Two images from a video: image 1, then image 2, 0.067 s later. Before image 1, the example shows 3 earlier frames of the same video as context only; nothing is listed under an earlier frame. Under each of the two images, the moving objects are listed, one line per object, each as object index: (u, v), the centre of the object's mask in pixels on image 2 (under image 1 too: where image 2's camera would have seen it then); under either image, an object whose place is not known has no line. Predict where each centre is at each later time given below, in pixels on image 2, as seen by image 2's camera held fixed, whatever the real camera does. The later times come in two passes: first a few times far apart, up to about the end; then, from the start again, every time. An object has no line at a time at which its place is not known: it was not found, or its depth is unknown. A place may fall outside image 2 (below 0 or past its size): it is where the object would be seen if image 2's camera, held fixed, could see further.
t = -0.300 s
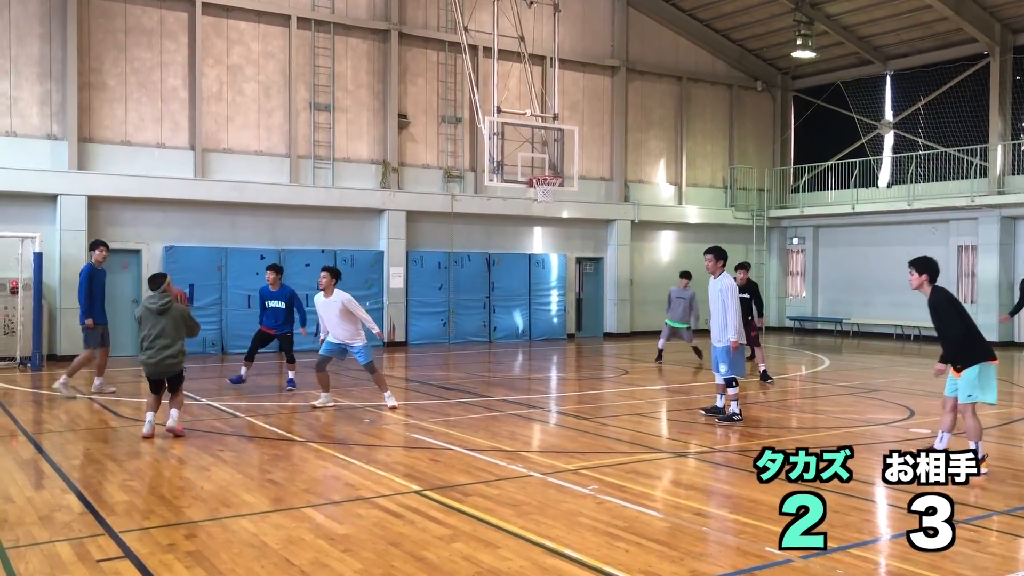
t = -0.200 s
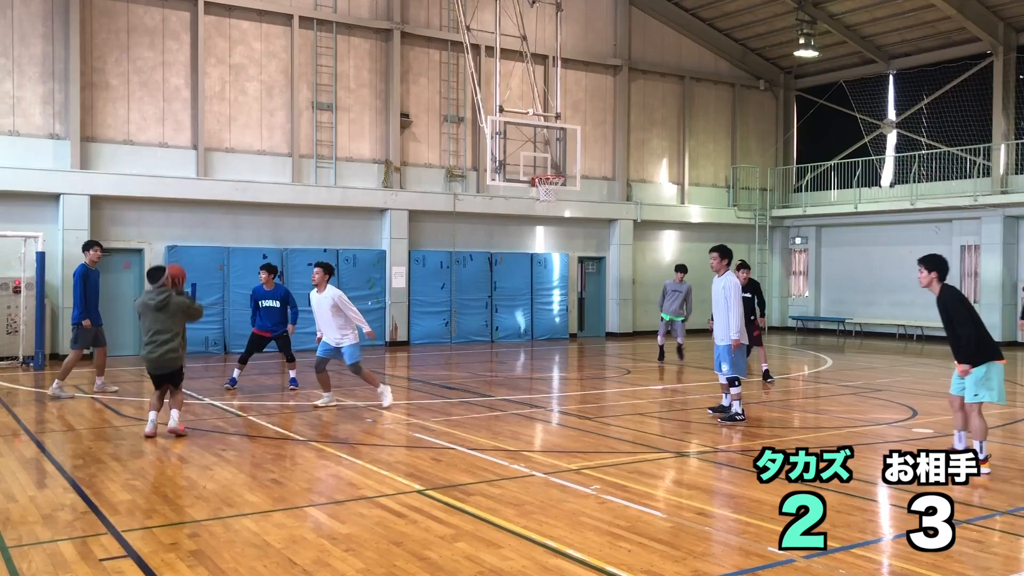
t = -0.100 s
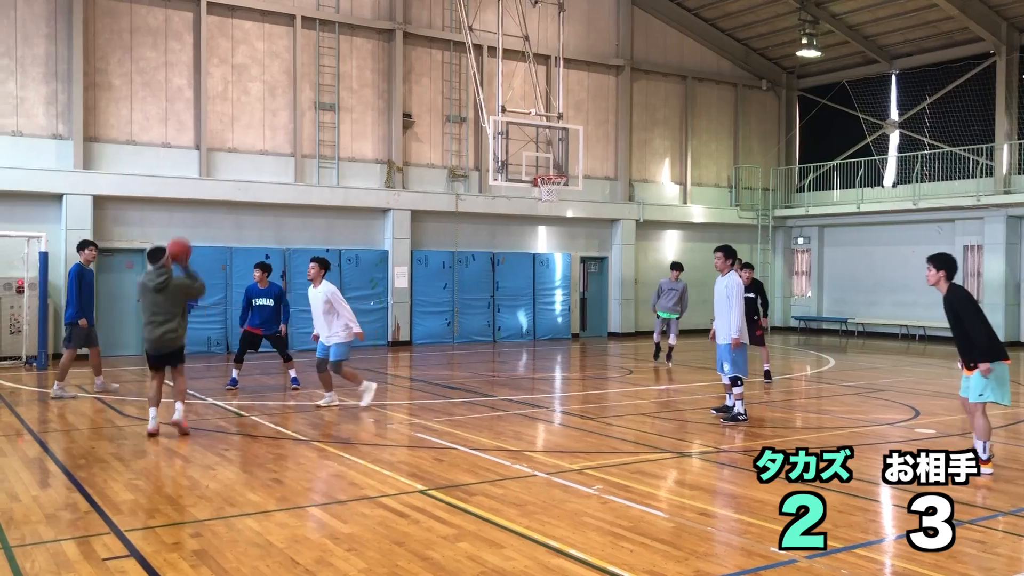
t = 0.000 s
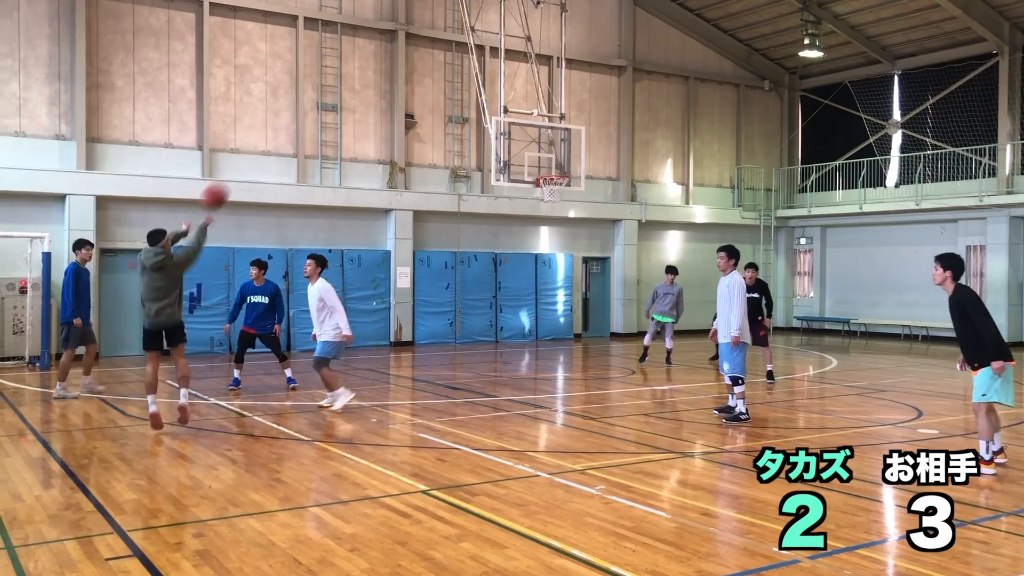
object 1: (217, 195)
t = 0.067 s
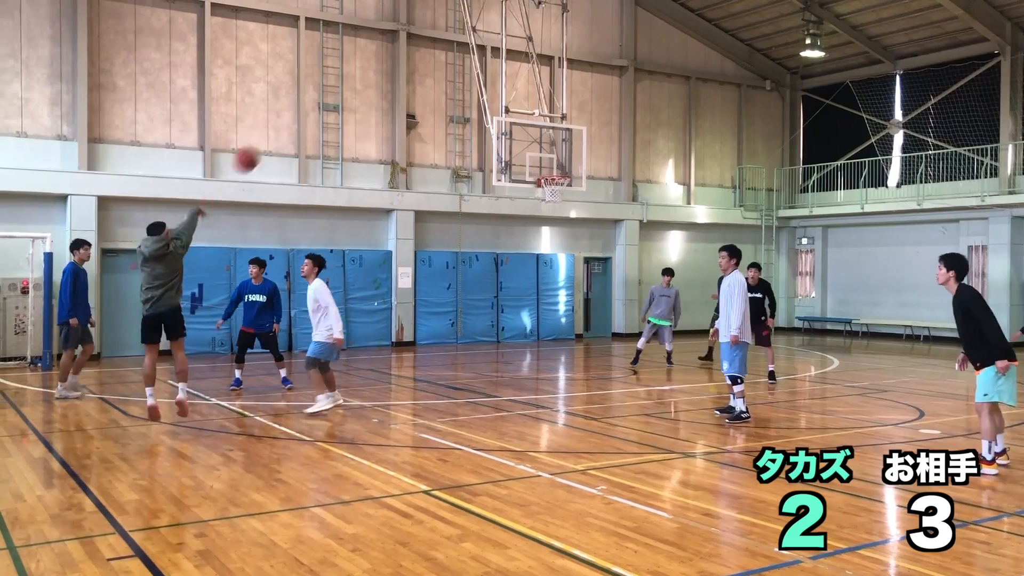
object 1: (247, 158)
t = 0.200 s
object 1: (302, 103)
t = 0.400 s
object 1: (373, 58)
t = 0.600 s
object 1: (432, 51)
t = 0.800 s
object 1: (482, 72)
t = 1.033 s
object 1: (533, 126)
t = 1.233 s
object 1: (564, 157)
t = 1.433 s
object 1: (585, 131)
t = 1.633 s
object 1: (604, 131)
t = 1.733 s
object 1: (614, 140)
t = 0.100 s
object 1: (261, 142)
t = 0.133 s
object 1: (275, 128)
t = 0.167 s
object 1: (289, 115)
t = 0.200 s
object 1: (302, 103)
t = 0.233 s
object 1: (315, 92)
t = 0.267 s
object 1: (326, 84)
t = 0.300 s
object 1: (339, 76)
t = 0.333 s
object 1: (351, 69)
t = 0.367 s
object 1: (362, 63)
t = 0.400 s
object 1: (373, 58)
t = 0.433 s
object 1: (383, 55)
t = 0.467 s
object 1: (394, 52)
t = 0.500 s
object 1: (403, 50)
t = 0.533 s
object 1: (413, 50)
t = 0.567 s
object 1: (423, 50)
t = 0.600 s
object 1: (432, 51)
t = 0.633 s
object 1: (440, 52)
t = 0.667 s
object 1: (450, 55)
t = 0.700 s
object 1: (458, 59)
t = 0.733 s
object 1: (466, 62)
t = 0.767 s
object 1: (474, 67)
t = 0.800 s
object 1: (482, 72)
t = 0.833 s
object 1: (491, 78)
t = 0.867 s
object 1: (498, 85)
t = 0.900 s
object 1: (505, 92)
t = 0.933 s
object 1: (513, 99)
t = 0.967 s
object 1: (519, 108)
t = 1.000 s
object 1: (526, 117)
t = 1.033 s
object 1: (533, 126)
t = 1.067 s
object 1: (539, 136)
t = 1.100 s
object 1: (546, 146)
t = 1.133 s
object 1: (552, 157)
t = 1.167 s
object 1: (558, 168)
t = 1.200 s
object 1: (561, 163)
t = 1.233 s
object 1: (564, 157)
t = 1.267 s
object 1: (568, 150)
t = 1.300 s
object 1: (572, 145)
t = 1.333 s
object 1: (575, 141)
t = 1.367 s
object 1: (578, 137)
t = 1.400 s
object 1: (582, 134)
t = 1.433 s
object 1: (585, 131)
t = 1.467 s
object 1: (588, 129)
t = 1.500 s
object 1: (592, 129)
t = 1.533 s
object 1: (595, 128)
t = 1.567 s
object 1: (598, 128)
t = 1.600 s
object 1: (602, 129)
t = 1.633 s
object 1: (604, 131)
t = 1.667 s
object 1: (608, 134)
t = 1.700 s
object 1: (611, 136)
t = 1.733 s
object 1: (614, 140)
